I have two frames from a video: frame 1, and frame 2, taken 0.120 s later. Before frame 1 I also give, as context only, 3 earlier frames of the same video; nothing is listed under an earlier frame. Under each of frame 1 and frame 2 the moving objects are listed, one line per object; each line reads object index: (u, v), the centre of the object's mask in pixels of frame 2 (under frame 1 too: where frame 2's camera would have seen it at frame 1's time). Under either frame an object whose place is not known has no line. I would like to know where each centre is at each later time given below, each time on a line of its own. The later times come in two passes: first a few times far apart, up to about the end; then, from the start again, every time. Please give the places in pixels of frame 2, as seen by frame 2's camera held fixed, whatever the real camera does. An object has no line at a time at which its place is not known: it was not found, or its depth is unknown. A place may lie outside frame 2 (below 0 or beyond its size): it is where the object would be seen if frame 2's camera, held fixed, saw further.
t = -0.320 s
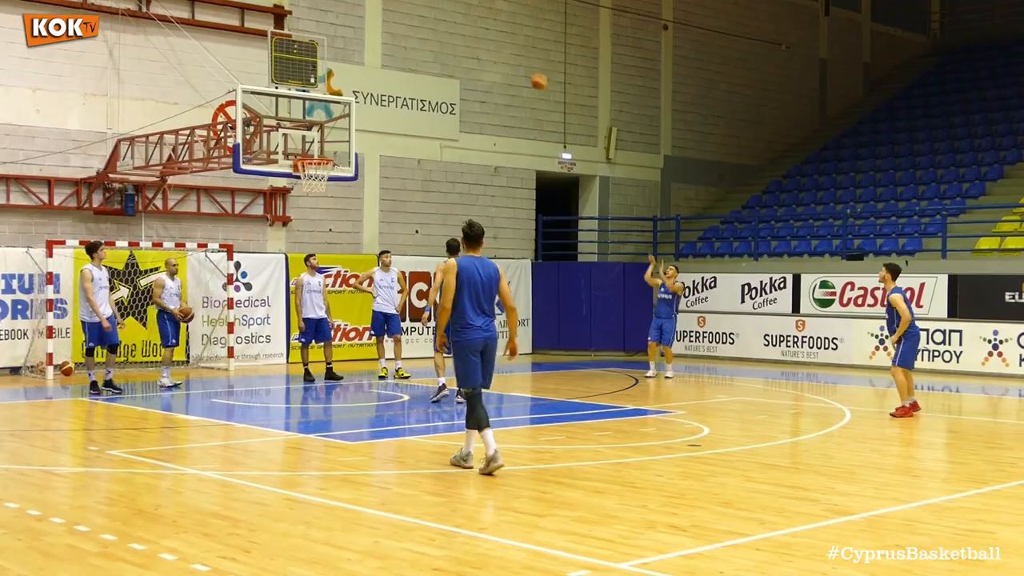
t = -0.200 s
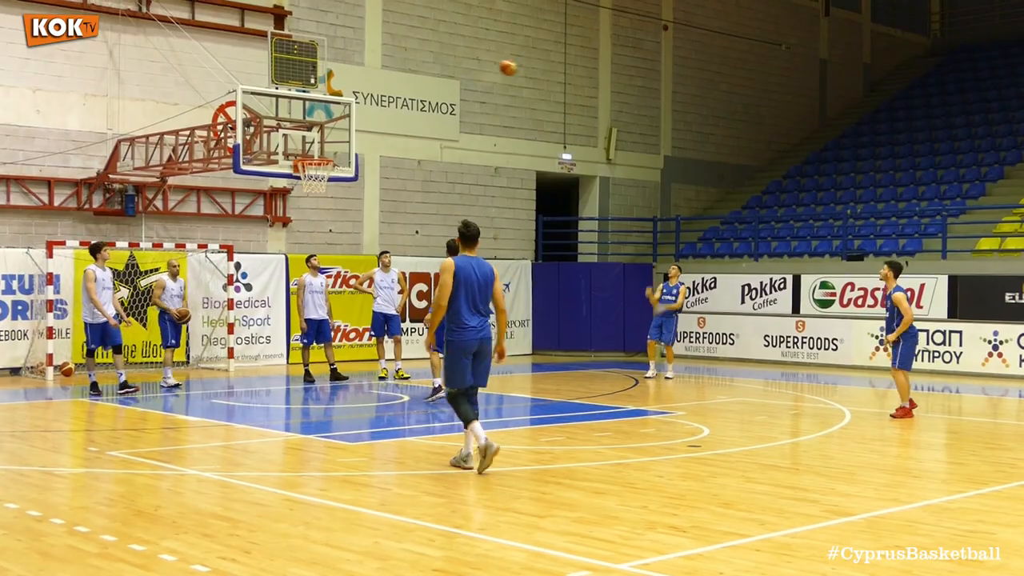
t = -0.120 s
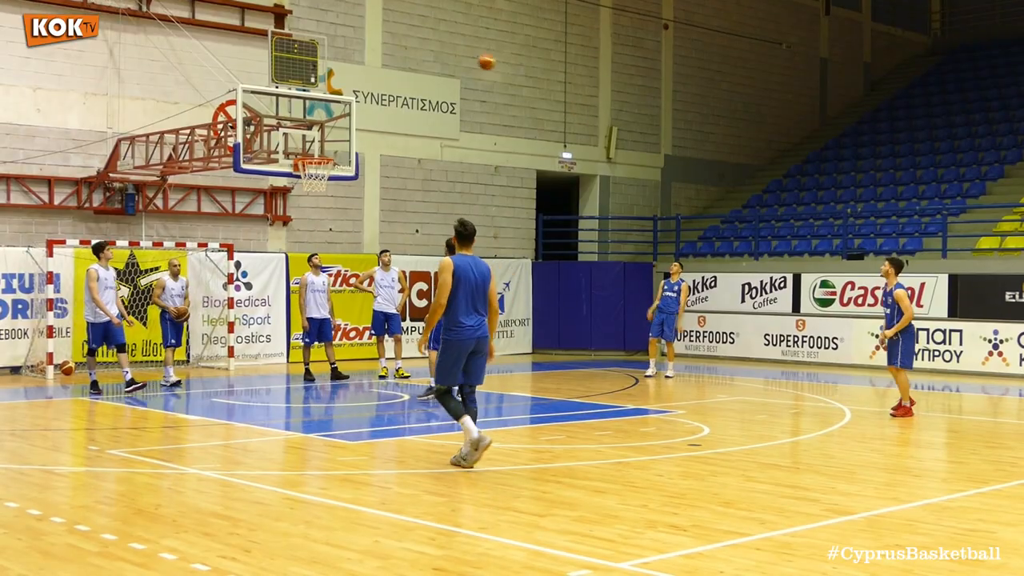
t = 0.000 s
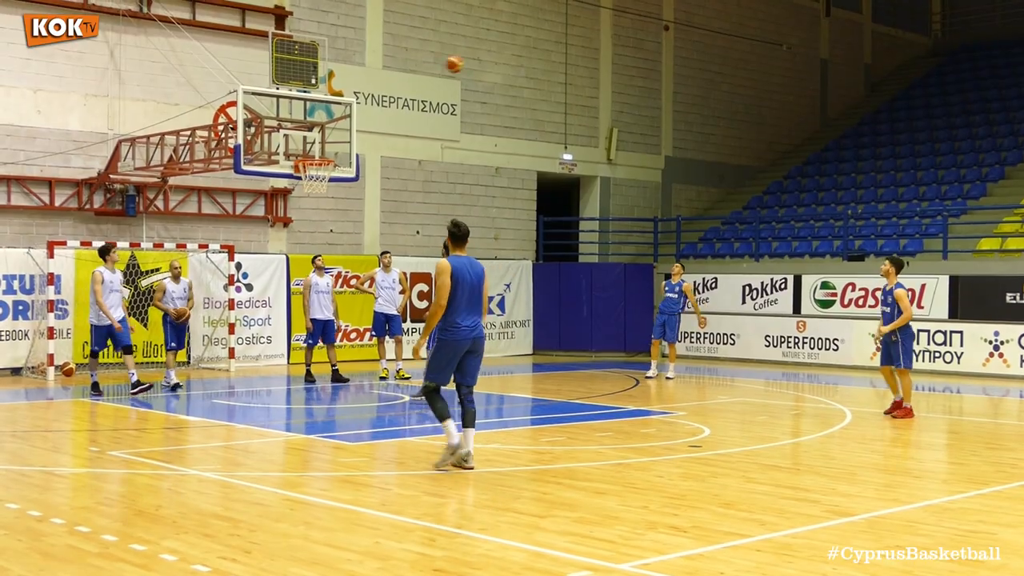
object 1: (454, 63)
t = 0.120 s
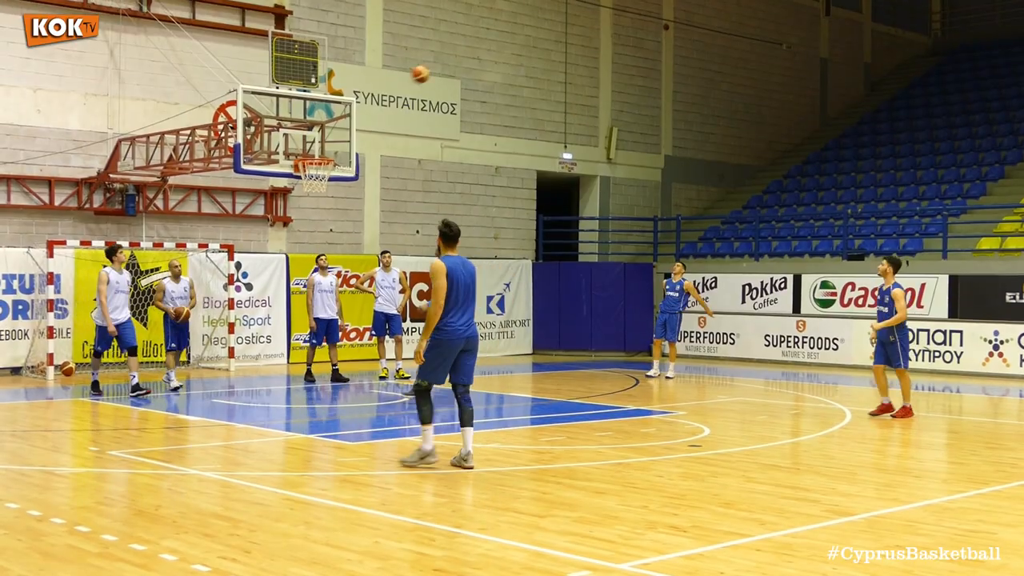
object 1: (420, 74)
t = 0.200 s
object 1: (397, 87)
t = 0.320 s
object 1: (361, 116)
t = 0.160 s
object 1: (409, 80)
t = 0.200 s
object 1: (397, 87)
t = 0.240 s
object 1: (385, 96)
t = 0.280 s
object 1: (372, 105)
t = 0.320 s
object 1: (361, 116)
